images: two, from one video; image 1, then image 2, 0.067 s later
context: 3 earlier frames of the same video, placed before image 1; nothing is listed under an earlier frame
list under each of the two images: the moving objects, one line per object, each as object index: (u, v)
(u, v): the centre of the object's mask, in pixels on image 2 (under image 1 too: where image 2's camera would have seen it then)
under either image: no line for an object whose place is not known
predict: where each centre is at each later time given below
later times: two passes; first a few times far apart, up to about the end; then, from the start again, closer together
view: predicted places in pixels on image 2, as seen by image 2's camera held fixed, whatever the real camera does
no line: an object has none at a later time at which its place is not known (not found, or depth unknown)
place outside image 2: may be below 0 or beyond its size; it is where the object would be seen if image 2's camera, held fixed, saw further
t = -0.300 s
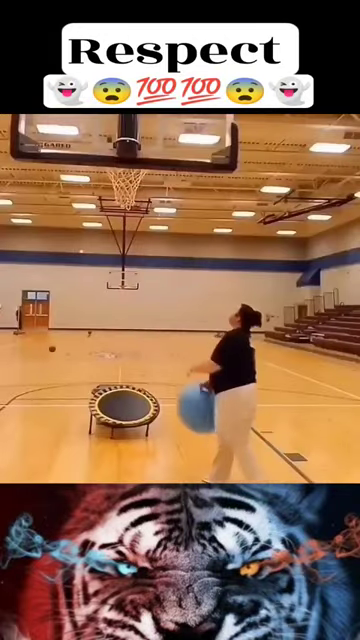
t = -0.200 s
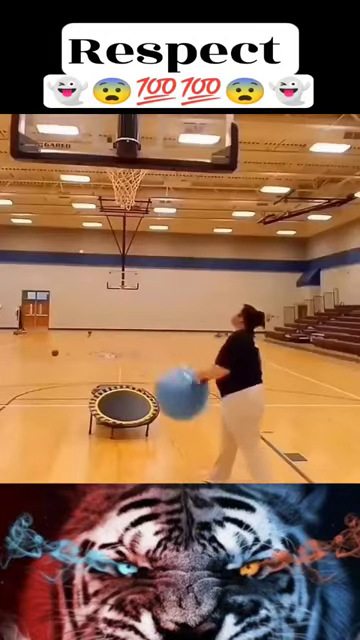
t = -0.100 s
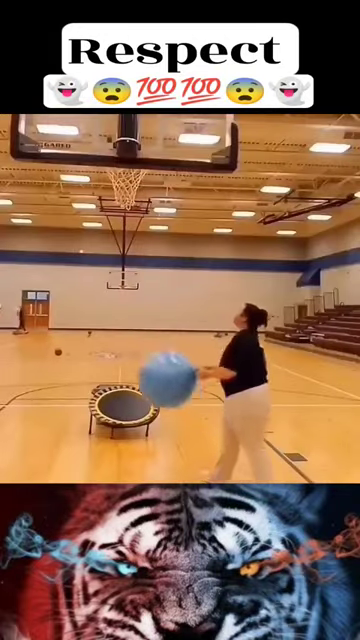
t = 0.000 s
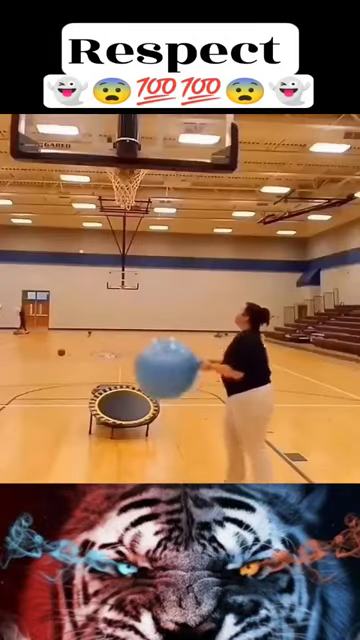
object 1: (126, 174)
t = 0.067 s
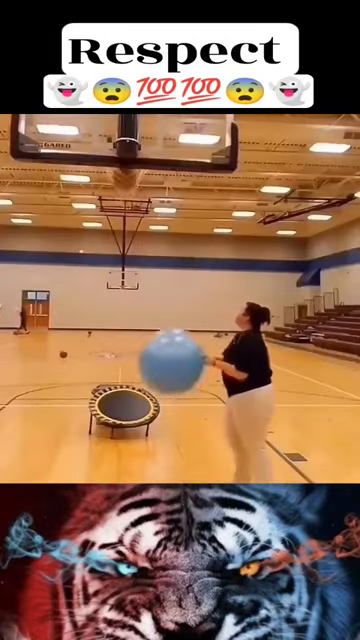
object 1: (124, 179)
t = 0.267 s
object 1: (120, 216)
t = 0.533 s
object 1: (114, 330)
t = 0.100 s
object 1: (123, 182)
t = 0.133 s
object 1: (123, 187)
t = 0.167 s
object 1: (123, 191)
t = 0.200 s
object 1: (122, 195)
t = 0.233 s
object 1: (121, 204)
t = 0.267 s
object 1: (120, 216)
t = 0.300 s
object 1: (120, 228)
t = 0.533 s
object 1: (114, 330)
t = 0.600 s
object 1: (111, 370)
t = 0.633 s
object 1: (111, 390)
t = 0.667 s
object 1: (110, 415)
